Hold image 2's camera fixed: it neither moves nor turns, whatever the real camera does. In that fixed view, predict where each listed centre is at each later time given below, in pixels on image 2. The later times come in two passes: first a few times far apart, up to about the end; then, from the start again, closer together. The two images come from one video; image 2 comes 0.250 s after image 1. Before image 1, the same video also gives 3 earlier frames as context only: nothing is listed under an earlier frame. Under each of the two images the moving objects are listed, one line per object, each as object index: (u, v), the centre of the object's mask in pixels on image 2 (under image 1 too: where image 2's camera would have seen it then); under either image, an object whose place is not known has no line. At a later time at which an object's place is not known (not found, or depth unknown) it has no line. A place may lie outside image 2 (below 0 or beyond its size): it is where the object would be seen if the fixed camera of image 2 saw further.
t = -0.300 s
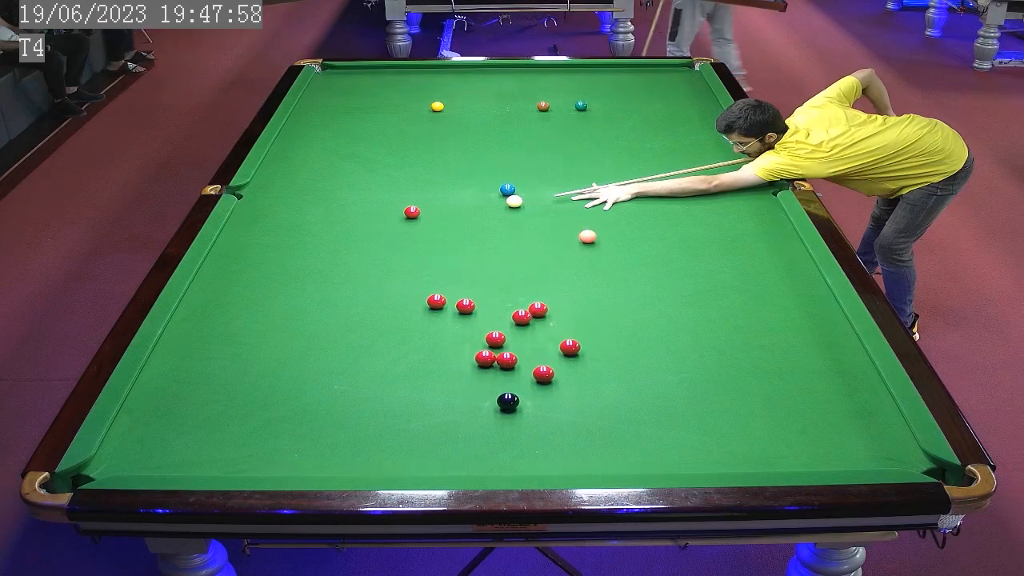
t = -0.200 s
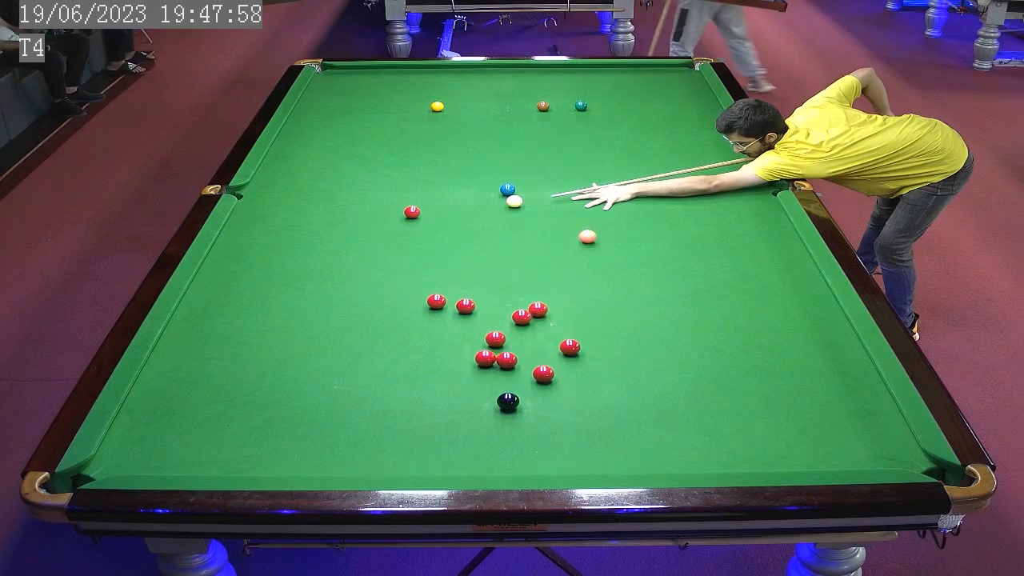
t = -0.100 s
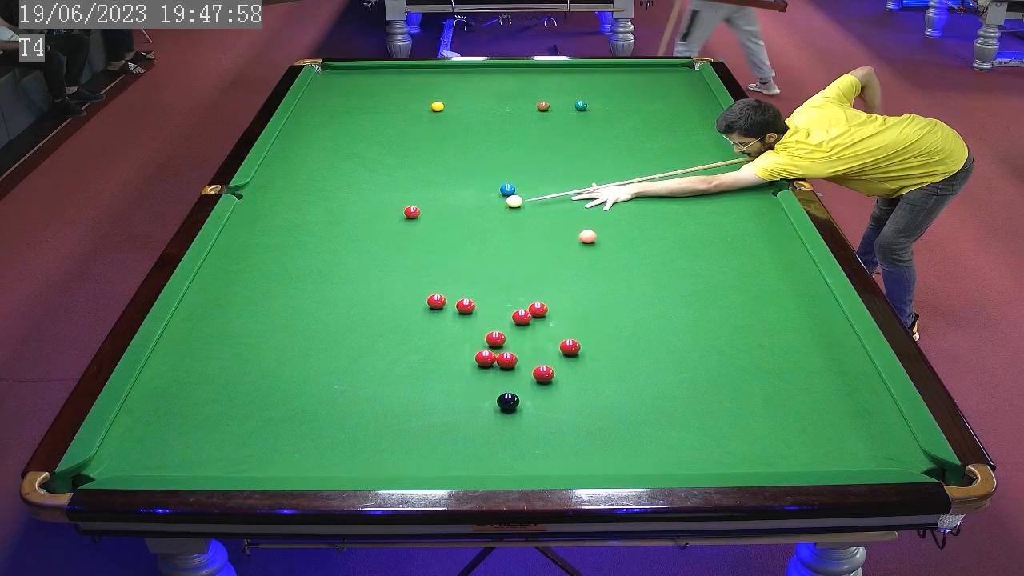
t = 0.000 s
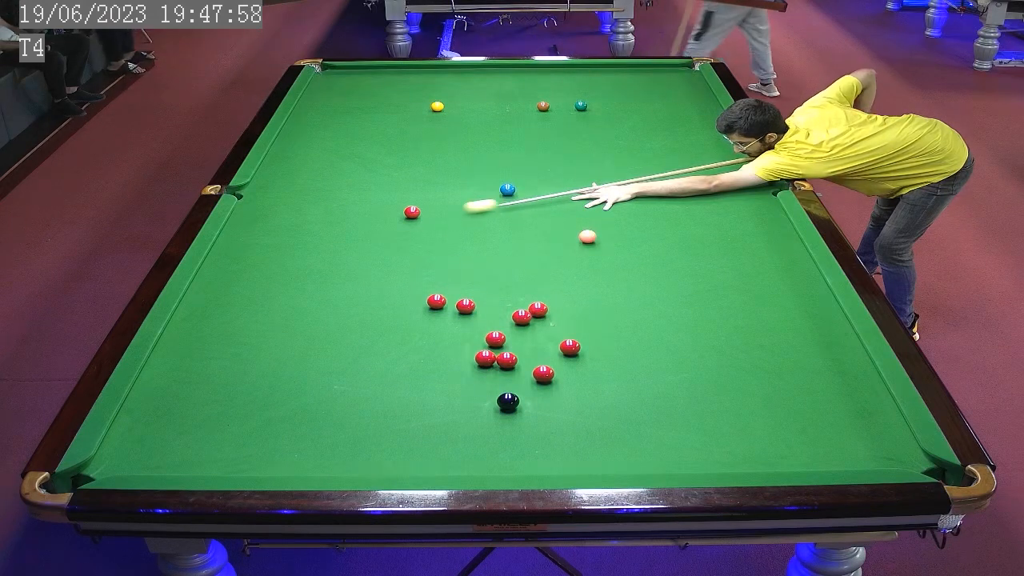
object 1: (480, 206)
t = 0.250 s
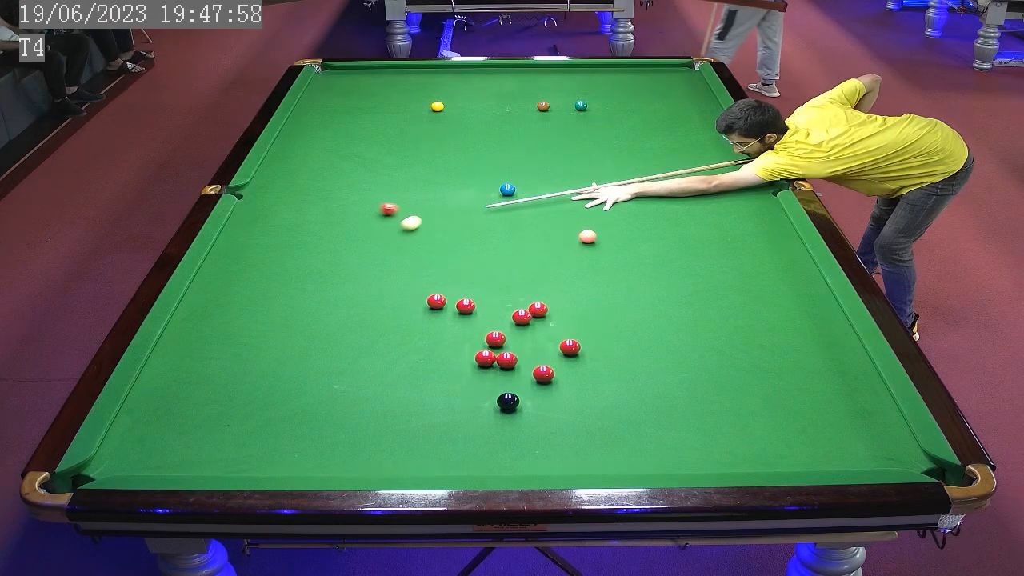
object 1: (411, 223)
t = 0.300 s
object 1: (404, 226)
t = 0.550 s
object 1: (369, 245)
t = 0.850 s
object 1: (326, 269)
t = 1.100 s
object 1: (288, 289)
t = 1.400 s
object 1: (241, 315)
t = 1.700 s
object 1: (192, 342)
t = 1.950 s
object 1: (156, 364)
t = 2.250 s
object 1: (167, 387)
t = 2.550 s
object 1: (177, 411)
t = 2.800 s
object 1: (187, 431)
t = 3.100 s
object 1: (199, 454)
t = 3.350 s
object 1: (212, 467)
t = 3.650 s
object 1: (236, 454)
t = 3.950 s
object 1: (257, 442)
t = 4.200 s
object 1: (273, 433)
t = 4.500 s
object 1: (289, 424)
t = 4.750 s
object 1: (301, 418)
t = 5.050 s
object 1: (313, 411)
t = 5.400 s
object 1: (325, 406)
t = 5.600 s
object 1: (328, 404)
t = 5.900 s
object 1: (333, 402)
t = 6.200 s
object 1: (335, 401)
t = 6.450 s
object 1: (335, 401)
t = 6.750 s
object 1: (335, 401)
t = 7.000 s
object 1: (335, 401)
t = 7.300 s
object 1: (335, 401)
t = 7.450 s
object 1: (335, 401)
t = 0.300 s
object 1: (404, 226)
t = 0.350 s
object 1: (397, 230)
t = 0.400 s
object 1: (391, 234)
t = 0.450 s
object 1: (383, 238)
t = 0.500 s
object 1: (377, 241)
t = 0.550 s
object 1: (369, 245)
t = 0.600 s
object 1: (362, 249)
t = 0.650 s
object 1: (355, 253)
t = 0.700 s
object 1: (348, 257)
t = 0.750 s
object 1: (341, 261)
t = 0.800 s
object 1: (333, 265)
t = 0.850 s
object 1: (326, 269)
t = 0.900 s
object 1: (319, 273)
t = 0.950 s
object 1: (311, 277)
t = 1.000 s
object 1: (304, 281)
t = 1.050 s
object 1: (296, 285)
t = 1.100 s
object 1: (288, 289)
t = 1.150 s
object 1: (281, 293)
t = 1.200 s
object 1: (273, 298)
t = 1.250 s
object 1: (265, 302)
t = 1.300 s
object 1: (257, 306)
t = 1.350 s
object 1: (249, 310)
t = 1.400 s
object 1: (241, 315)
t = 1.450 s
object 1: (233, 319)
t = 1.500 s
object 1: (225, 323)
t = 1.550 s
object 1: (217, 328)
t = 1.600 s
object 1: (209, 332)
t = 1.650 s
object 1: (201, 337)
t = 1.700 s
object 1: (192, 342)
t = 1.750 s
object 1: (184, 346)
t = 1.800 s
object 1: (176, 350)
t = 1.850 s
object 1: (167, 355)
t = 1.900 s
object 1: (159, 360)
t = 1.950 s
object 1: (156, 364)
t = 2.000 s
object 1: (158, 368)
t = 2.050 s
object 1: (160, 372)
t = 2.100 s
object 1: (161, 376)
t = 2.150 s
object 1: (163, 380)
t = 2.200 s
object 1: (165, 384)
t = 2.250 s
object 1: (167, 387)
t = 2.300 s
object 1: (168, 391)
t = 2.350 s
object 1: (170, 395)
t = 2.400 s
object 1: (172, 399)
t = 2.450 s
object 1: (174, 403)
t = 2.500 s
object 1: (175, 407)
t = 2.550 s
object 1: (177, 411)
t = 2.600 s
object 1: (179, 415)
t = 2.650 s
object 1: (181, 419)
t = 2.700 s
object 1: (183, 422)
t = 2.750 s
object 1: (185, 426)
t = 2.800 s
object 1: (187, 431)
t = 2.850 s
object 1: (189, 434)
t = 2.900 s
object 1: (191, 438)
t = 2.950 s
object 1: (193, 442)
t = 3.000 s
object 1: (195, 446)
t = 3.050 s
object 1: (197, 450)
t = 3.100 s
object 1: (199, 454)
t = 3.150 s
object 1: (201, 458)
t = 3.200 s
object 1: (204, 462)
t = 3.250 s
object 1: (206, 464)
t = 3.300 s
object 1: (208, 467)
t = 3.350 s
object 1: (212, 467)
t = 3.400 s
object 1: (216, 465)
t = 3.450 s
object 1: (220, 464)
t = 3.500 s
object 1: (224, 461)
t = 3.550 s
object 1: (228, 459)
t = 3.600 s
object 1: (232, 457)
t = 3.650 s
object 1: (236, 454)
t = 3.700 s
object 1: (239, 452)
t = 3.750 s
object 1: (243, 450)
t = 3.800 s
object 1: (247, 448)
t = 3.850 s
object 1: (250, 446)
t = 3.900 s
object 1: (254, 444)
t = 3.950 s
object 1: (257, 442)
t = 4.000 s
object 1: (261, 440)
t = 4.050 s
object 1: (264, 438)
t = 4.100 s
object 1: (267, 436)
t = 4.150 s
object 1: (270, 435)
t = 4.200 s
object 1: (273, 433)
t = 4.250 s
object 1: (276, 432)
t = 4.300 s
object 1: (279, 430)
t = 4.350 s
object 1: (281, 428)
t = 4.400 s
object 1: (284, 427)
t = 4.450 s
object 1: (287, 425)
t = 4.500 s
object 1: (289, 424)
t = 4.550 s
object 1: (292, 423)
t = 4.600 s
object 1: (294, 422)
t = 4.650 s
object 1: (297, 420)
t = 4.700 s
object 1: (299, 419)
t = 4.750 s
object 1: (301, 418)
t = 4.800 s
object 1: (304, 417)
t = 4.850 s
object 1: (306, 416)
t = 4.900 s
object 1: (308, 414)
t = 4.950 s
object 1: (310, 414)
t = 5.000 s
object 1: (312, 412)
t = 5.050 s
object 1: (313, 411)
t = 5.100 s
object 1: (315, 411)
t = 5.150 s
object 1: (317, 410)
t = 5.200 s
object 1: (318, 409)
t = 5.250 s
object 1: (320, 408)
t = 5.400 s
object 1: (325, 406)
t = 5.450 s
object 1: (325, 406)
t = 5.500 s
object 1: (326, 405)
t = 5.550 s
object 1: (327, 404)
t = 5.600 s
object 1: (328, 404)
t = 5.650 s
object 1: (329, 404)
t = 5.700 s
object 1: (330, 403)
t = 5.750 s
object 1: (331, 403)
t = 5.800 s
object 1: (332, 403)
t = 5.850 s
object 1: (333, 402)
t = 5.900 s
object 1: (333, 402)
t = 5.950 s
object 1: (334, 402)
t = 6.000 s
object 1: (334, 401)
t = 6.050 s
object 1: (334, 401)
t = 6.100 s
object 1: (335, 401)
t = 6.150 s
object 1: (335, 401)
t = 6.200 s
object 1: (335, 401)
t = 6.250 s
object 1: (335, 401)
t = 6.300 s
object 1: (335, 401)
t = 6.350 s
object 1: (335, 401)
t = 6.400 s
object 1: (335, 401)
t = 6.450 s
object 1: (335, 401)
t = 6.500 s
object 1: (335, 401)
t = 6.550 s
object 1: (335, 401)
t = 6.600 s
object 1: (335, 401)
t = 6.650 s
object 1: (334, 401)
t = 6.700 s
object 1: (335, 401)
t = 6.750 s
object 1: (335, 401)
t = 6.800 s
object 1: (335, 401)
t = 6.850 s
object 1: (335, 401)
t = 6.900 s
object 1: (335, 401)
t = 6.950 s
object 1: (335, 401)
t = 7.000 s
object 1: (335, 401)
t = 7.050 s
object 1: (335, 401)
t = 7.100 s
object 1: (335, 401)
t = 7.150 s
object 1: (335, 401)
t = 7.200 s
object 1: (335, 401)
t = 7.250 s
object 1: (335, 401)
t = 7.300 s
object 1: (335, 401)
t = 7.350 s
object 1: (335, 401)
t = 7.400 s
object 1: (335, 401)
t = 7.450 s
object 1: (335, 401)
